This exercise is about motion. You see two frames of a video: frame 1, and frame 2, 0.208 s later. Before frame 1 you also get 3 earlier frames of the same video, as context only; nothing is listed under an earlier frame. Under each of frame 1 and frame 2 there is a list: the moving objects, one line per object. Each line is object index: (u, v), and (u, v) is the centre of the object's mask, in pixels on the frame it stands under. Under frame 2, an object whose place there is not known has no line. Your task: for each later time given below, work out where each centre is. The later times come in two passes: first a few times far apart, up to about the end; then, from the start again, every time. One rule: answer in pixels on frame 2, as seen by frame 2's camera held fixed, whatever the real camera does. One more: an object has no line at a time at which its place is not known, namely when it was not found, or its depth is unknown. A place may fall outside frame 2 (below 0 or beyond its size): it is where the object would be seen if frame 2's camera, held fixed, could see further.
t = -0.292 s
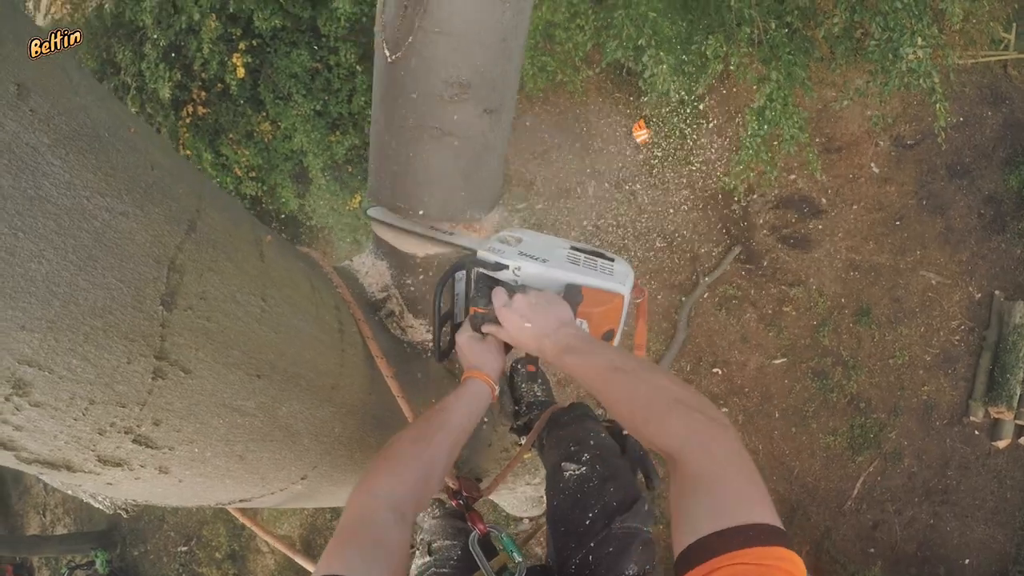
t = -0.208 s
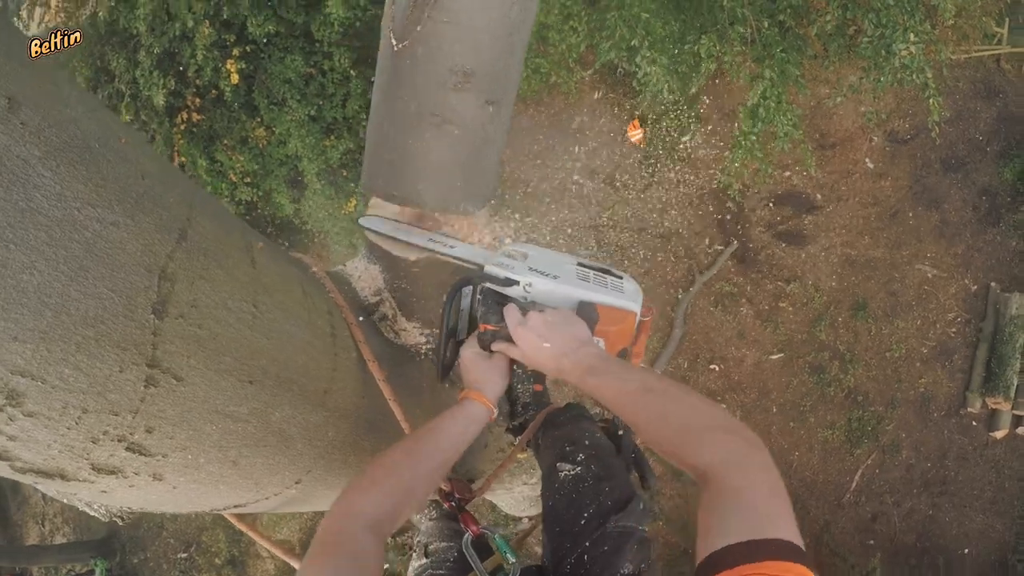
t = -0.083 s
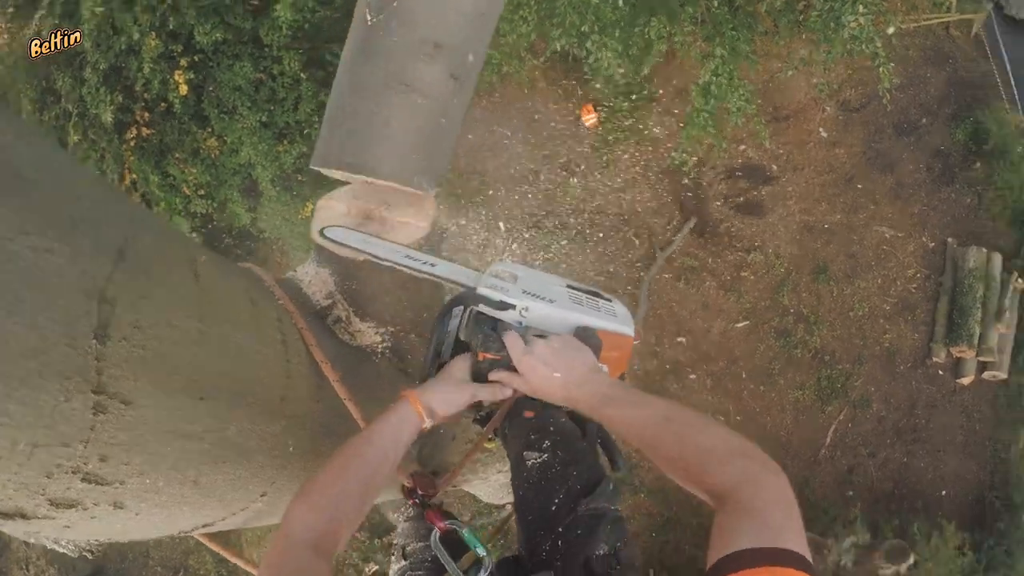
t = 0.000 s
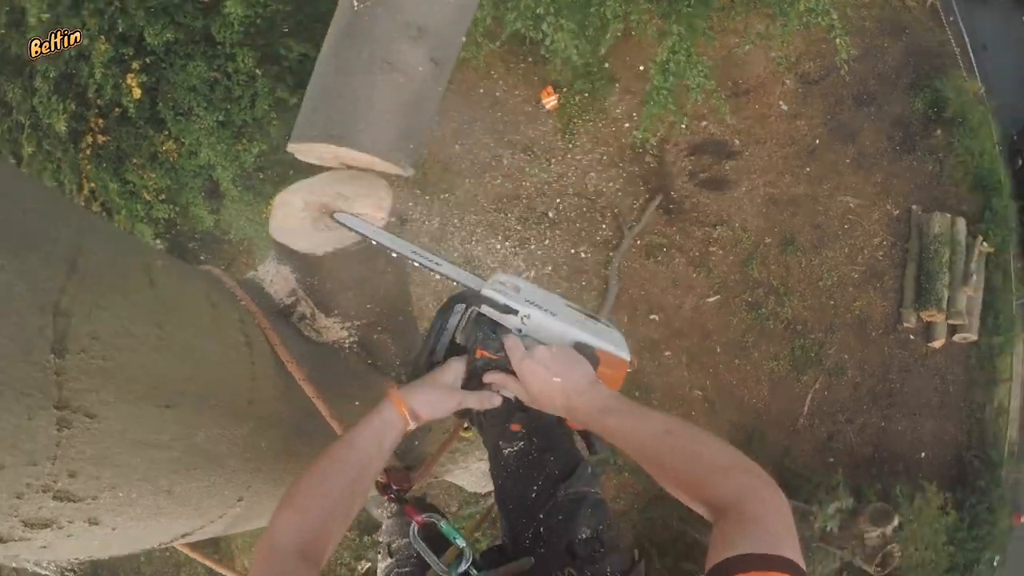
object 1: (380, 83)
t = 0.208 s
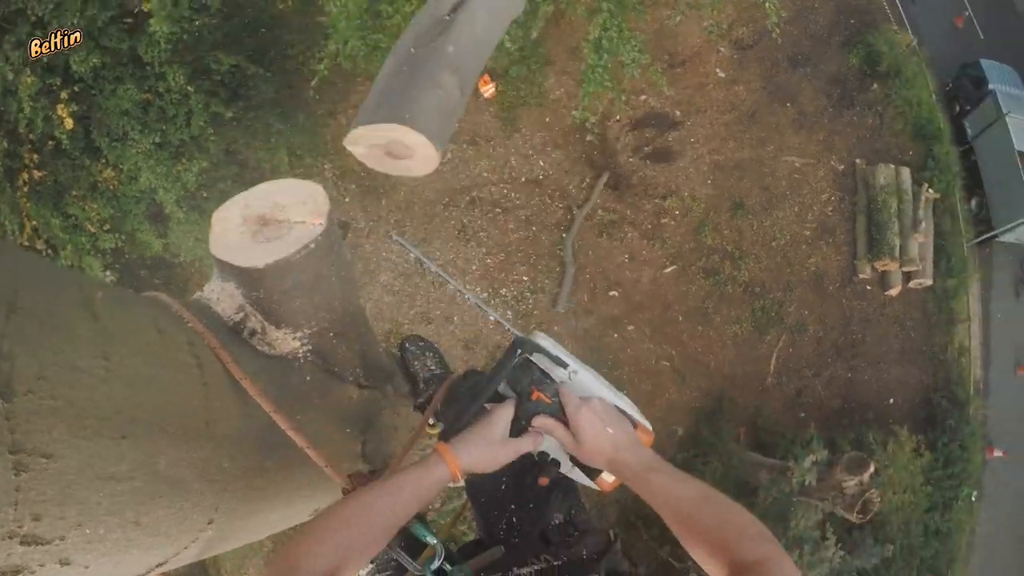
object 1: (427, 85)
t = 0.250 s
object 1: (450, 89)
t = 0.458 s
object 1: (533, 122)
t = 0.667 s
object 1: (558, 176)
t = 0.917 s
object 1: (571, 223)
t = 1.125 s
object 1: (576, 236)
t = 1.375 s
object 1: (595, 220)
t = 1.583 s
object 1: (610, 200)
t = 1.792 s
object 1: (625, 183)
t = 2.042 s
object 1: (637, 164)
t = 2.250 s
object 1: (641, 159)
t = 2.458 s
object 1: (641, 152)
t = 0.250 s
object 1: (450, 89)
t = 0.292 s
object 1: (470, 94)
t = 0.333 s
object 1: (489, 101)
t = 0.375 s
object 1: (505, 108)
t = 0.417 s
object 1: (520, 114)
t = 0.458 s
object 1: (533, 122)
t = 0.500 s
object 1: (541, 131)
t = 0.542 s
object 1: (547, 143)
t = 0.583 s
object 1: (551, 156)
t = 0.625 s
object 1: (554, 168)
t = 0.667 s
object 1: (558, 176)
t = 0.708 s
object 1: (559, 186)
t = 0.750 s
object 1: (561, 194)
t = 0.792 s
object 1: (563, 201)
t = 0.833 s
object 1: (566, 208)
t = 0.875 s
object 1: (569, 216)
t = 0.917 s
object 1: (571, 223)
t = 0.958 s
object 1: (572, 230)
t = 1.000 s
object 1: (572, 234)
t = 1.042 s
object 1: (573, 238)
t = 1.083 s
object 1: (575, 241)
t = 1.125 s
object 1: (576, 236)
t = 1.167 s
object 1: (581, 234)
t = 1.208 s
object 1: (583, 234)
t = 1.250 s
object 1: (585, 232)
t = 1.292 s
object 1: (587, 231)
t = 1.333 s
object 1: (592, 223)
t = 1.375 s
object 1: (595, 220)
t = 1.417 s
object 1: (597, 217)
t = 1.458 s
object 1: (601, 213)
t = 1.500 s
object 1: (603, 209)
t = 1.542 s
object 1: (607, 205)
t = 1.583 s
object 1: (610, 200)
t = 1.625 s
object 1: (614, 197)
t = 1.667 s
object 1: (617, 195)
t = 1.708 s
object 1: (620, 192)
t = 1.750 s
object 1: (623, 187)
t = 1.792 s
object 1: (625, 183)
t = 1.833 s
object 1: (628, 178)
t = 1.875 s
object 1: (630, 174)
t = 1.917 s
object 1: (632, 171)
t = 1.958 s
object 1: (634, 169)
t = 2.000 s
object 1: (636, 166)
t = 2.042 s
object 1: (637, 164)
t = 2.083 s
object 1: (639, 162)
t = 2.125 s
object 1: (640, 161)
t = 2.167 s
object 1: (641, 160)
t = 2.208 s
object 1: (642, 159)
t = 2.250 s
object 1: (641, 159)
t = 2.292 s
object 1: (639, 155)
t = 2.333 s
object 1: (638, 153)
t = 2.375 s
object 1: (639, 152)
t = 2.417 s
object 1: (640, 151)
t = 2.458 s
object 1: (641, 152)
